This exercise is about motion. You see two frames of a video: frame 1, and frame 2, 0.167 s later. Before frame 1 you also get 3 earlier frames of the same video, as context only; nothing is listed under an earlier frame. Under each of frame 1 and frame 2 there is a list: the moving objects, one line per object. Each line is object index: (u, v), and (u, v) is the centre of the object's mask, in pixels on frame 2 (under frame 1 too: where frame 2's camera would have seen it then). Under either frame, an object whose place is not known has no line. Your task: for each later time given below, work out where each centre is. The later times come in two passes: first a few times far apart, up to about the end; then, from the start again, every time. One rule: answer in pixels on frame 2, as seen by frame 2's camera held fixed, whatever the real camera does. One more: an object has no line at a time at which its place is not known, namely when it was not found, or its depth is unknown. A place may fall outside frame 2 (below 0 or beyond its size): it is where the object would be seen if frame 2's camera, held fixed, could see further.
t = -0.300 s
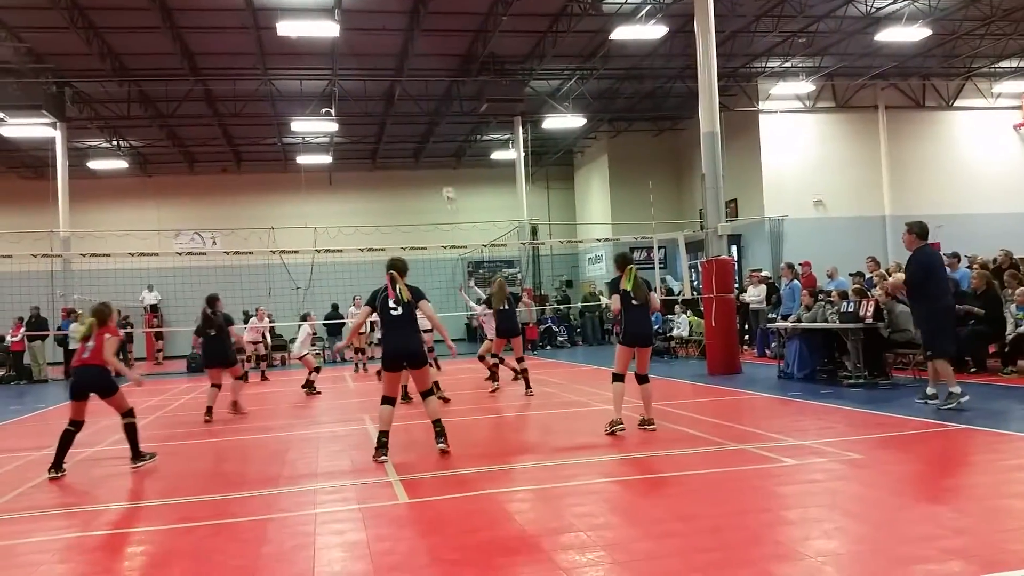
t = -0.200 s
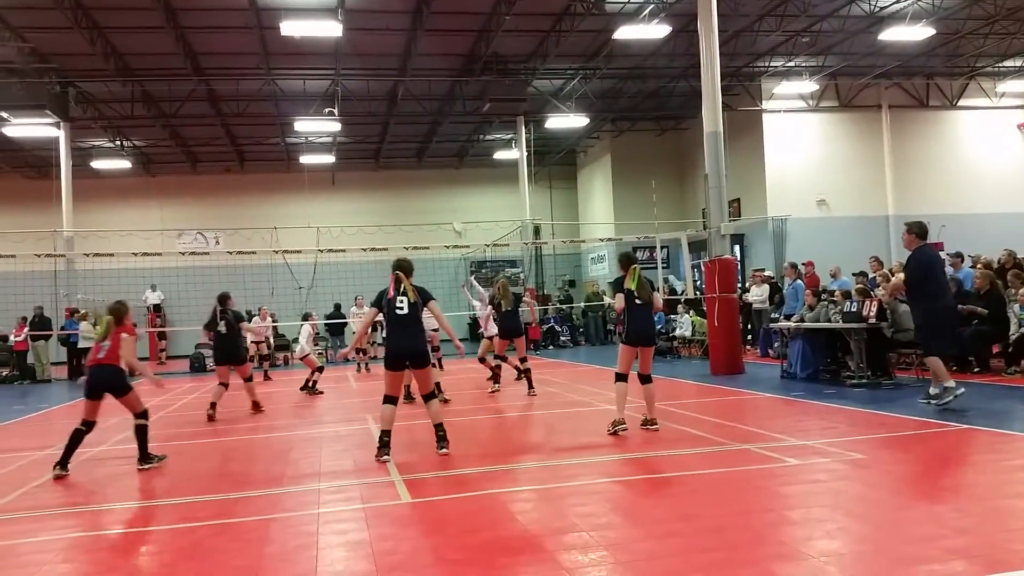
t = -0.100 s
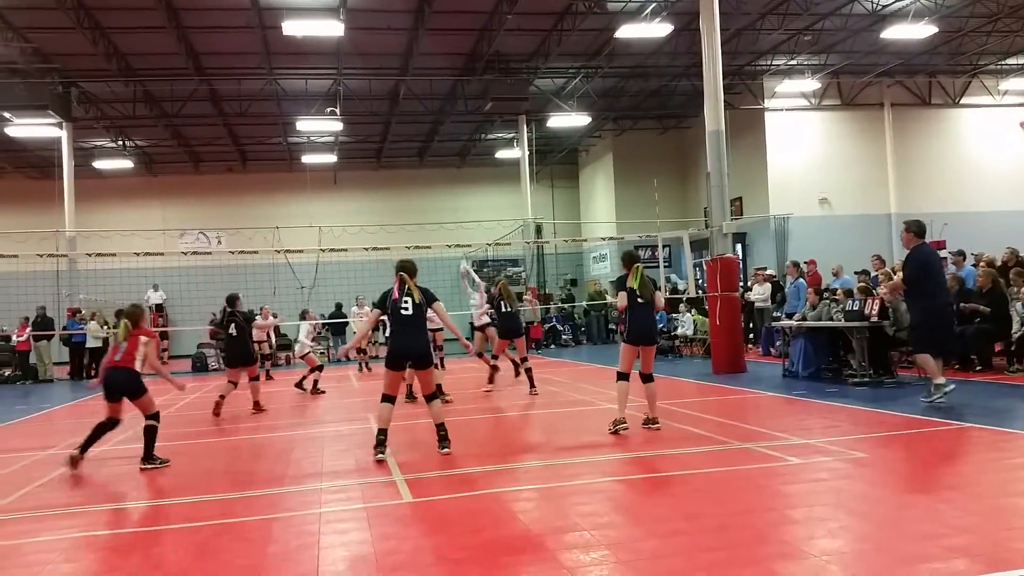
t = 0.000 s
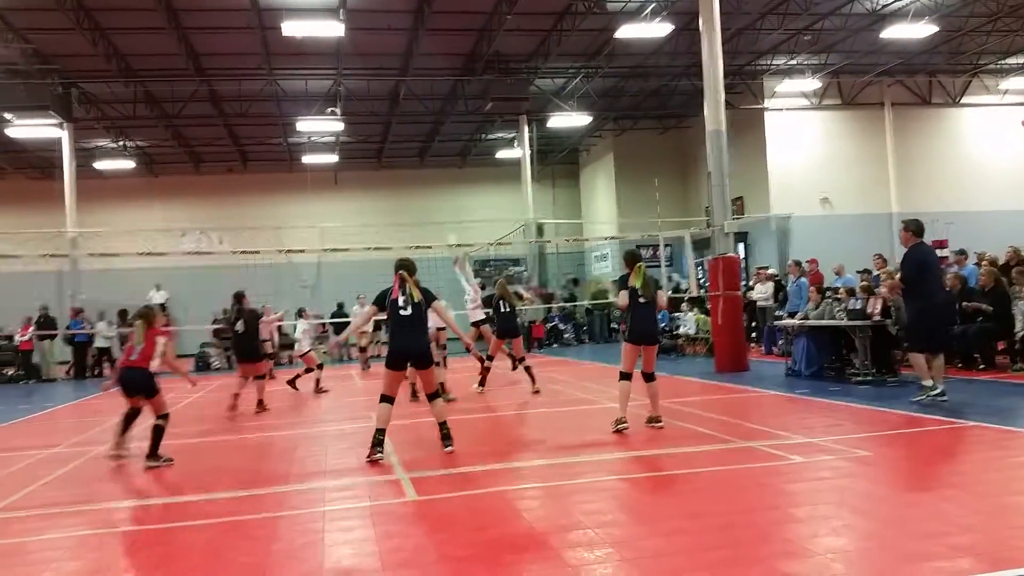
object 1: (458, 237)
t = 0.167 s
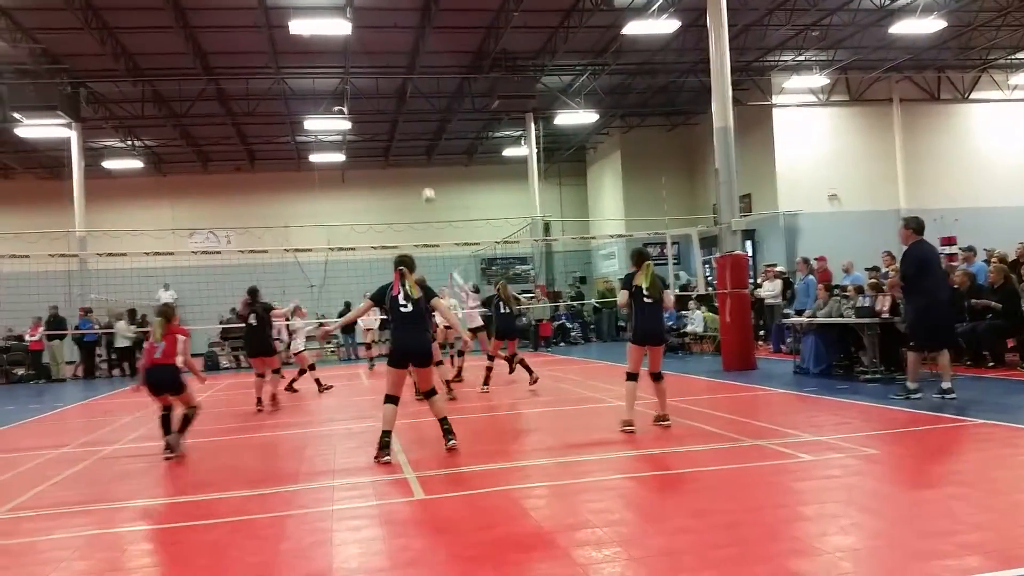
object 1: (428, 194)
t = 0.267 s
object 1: (413, 175)
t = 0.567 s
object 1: (370, 154)
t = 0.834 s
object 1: (333, 177)
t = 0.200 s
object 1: (423, 187)
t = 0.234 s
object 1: (417, 180)
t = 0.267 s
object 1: (413, 175)
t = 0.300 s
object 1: (409, 170)
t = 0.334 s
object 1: (404, 166)
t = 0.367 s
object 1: (399, 162)
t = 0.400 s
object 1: (394, 160)
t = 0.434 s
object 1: (389, 157)
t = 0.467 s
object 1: (384, 155)
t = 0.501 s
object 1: (379, 154)
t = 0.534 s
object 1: (375, 153)
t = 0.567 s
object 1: (370, 154)
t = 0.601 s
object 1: (364, 154)
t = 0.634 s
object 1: (360, 155)
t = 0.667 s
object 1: (355, 158)
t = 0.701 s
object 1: (352, 161)
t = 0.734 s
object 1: (347, 164)
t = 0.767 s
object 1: (342, 168)
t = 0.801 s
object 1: (337, 172)
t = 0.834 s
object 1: (333, 177)
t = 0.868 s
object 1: (329, 182)
